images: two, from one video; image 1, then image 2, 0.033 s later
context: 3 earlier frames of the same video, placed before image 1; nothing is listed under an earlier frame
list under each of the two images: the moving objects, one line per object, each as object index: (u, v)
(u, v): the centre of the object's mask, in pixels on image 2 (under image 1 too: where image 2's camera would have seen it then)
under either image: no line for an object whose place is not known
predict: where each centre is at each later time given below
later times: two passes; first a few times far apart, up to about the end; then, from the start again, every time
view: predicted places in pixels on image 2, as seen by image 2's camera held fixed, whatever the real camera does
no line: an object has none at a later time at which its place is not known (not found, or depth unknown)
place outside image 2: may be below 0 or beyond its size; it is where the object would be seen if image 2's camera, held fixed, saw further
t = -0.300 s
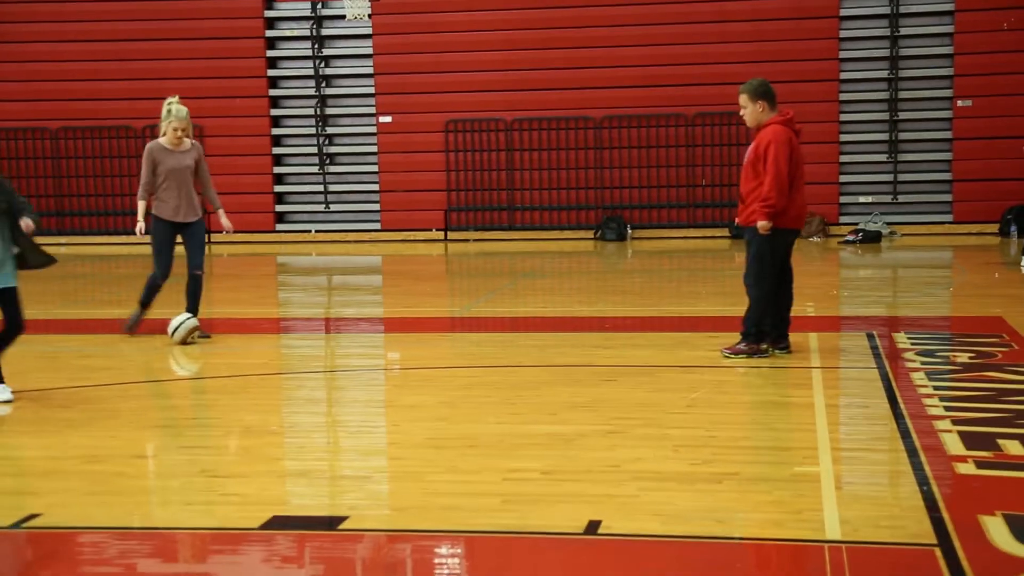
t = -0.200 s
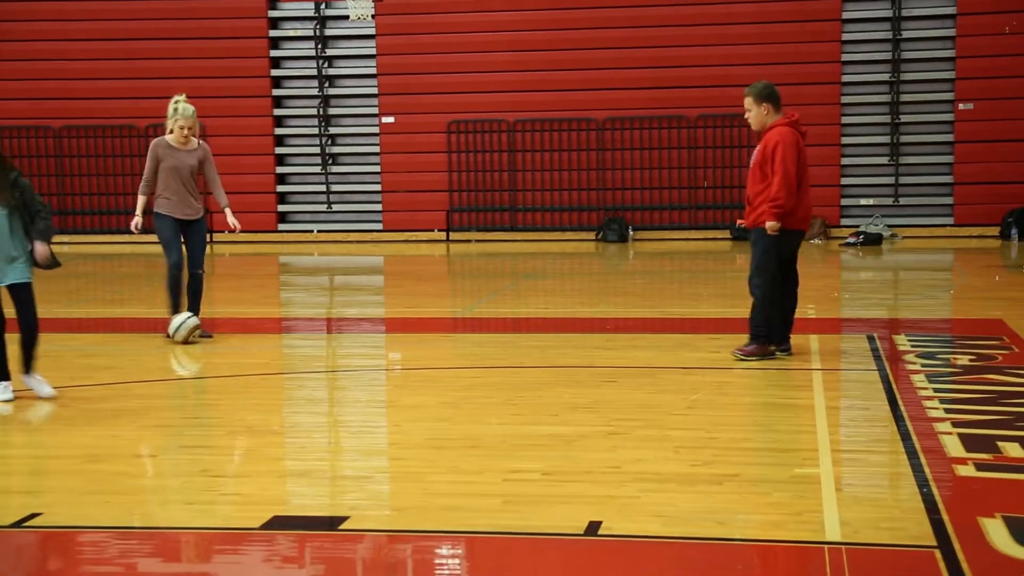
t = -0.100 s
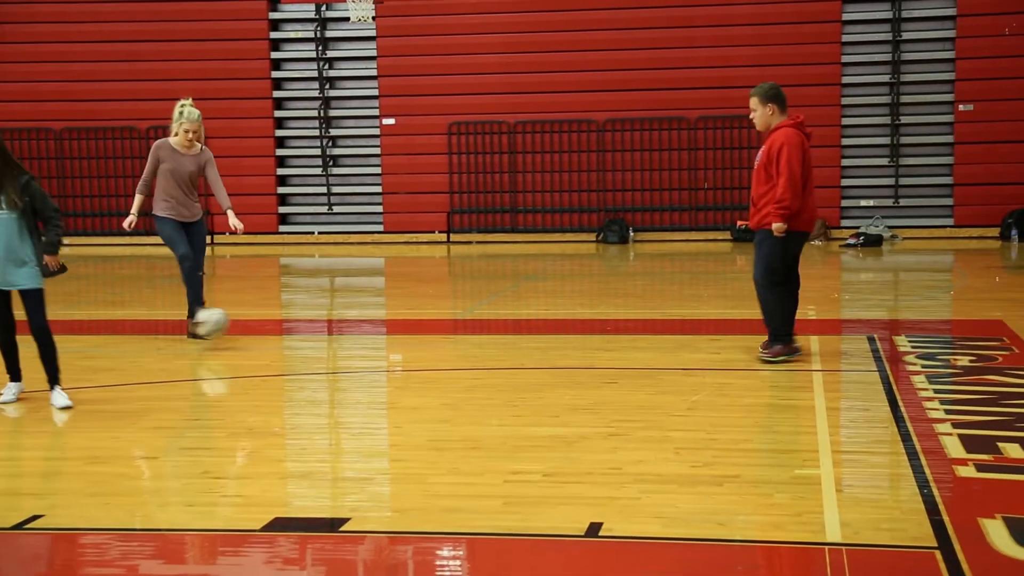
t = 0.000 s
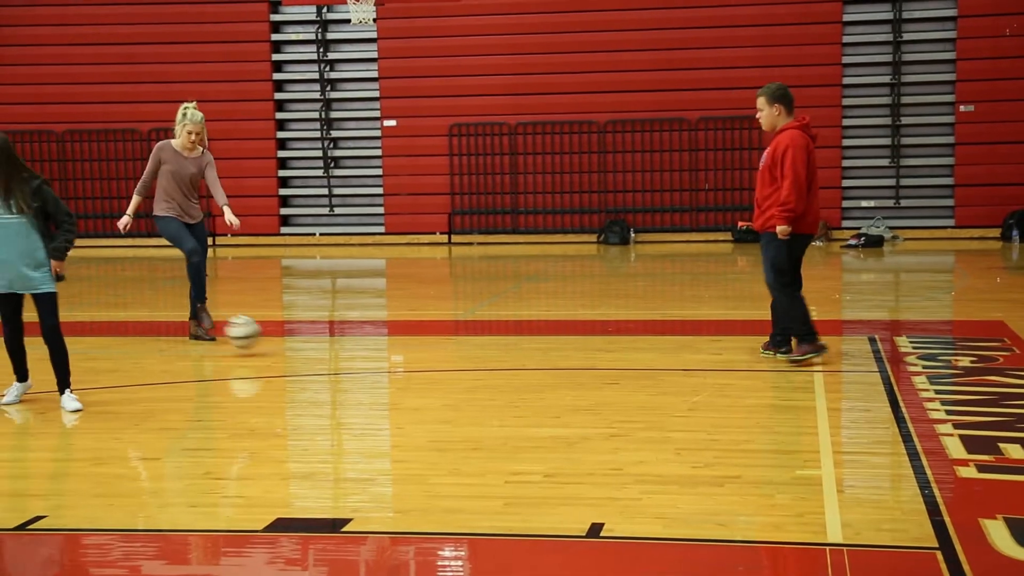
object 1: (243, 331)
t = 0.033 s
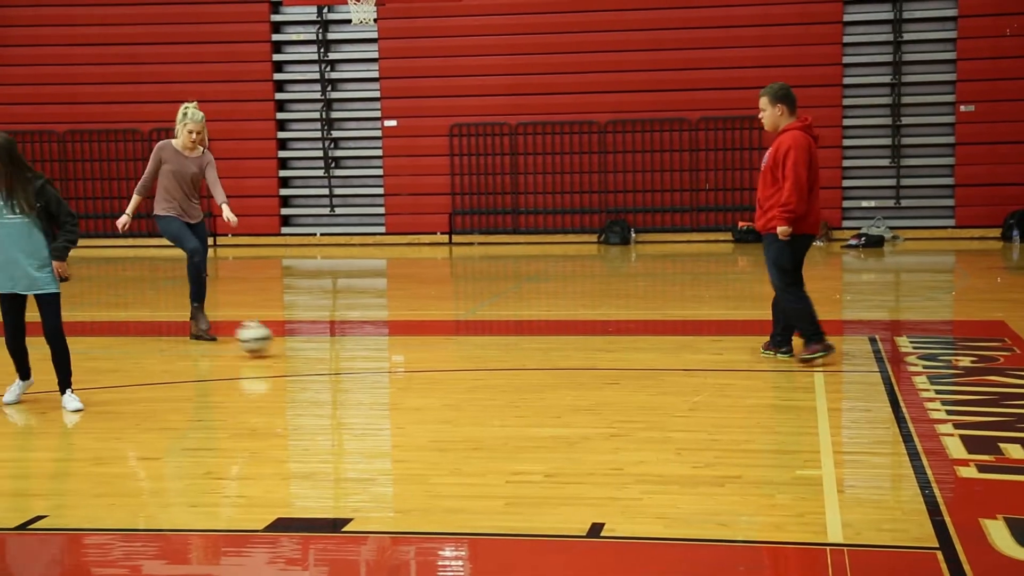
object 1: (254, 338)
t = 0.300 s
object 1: (324, 349)
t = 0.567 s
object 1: (382, 353)
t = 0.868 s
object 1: (451, 362)
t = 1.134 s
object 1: (518, 371)
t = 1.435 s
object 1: (597, 379)
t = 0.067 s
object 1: (264, 341)
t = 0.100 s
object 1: (272, 338)
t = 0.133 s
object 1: (281, 337)
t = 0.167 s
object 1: (289, 337)
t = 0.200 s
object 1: (298, 339)
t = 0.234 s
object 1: (307, 342)
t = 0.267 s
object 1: (317, 349)
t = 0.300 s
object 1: (324, 349)
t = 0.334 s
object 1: (332, 346)
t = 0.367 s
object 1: (339, 346)
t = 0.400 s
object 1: (346, 347)
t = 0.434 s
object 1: (353, 350)
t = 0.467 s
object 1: (361, 354)
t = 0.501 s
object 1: (369, 352)
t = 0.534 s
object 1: (375, 351)
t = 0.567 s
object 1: (382, 353)
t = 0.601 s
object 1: (389, 356)
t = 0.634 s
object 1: (397, 359)
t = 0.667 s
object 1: (405, 357)
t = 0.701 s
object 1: (412, 357)
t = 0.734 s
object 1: (419, 359)
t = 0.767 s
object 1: (428, 362)
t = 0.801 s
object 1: (436, 361)
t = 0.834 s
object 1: (443, 361)
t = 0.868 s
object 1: (451, 362)
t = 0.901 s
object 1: (458, 365)
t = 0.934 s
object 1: (467, 365)
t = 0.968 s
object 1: (475, 364)
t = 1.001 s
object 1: (484, 366)
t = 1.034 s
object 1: (492, 368)
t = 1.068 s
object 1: (501, 368)
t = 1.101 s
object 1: (509, 368)
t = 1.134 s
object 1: (518, 371)
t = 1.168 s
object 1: (525, 371)
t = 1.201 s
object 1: (534, 372)
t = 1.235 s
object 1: (543, 374)
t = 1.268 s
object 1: (552, 374)
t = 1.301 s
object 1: (561, 375)
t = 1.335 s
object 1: (571, 376)
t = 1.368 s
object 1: (579, 376)
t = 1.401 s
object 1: (588, 378)
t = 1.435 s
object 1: (597, 379)
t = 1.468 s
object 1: (606, 380)
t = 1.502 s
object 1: (615, 381)
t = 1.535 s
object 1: (625, 382)
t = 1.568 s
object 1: (634, 382)
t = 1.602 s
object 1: (644, 384)
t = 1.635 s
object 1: (654, 385)
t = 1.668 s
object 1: (664, 387)
